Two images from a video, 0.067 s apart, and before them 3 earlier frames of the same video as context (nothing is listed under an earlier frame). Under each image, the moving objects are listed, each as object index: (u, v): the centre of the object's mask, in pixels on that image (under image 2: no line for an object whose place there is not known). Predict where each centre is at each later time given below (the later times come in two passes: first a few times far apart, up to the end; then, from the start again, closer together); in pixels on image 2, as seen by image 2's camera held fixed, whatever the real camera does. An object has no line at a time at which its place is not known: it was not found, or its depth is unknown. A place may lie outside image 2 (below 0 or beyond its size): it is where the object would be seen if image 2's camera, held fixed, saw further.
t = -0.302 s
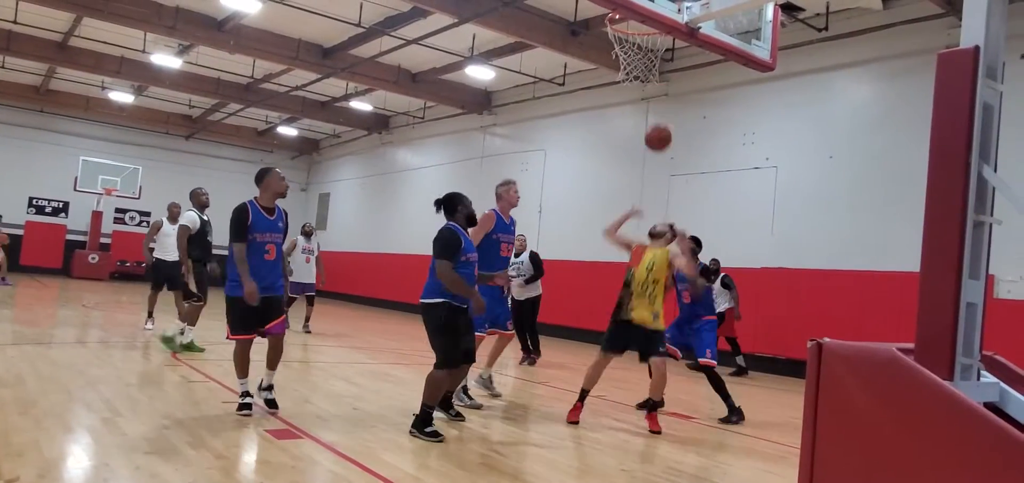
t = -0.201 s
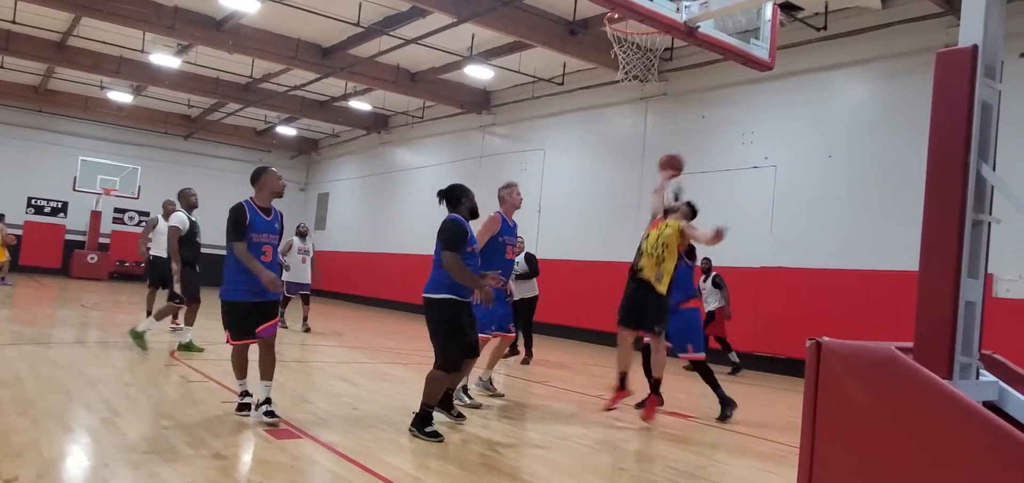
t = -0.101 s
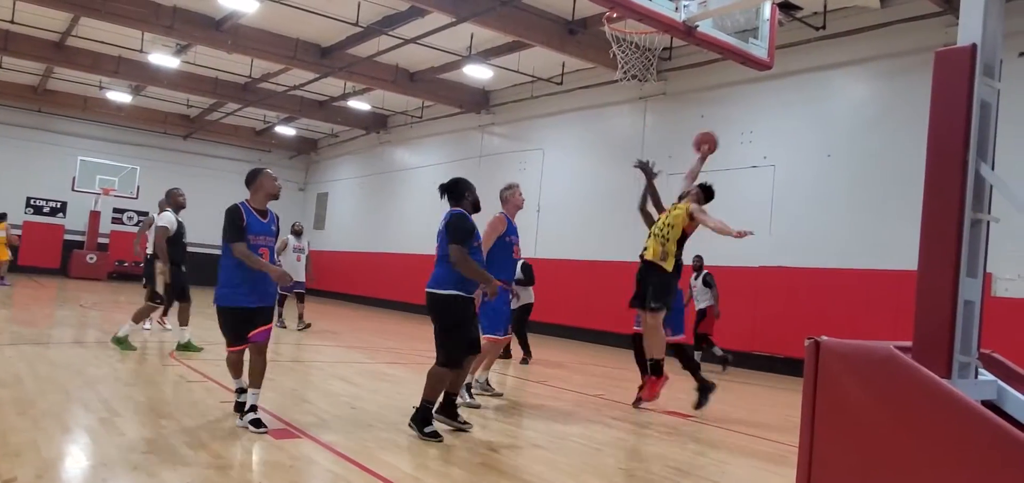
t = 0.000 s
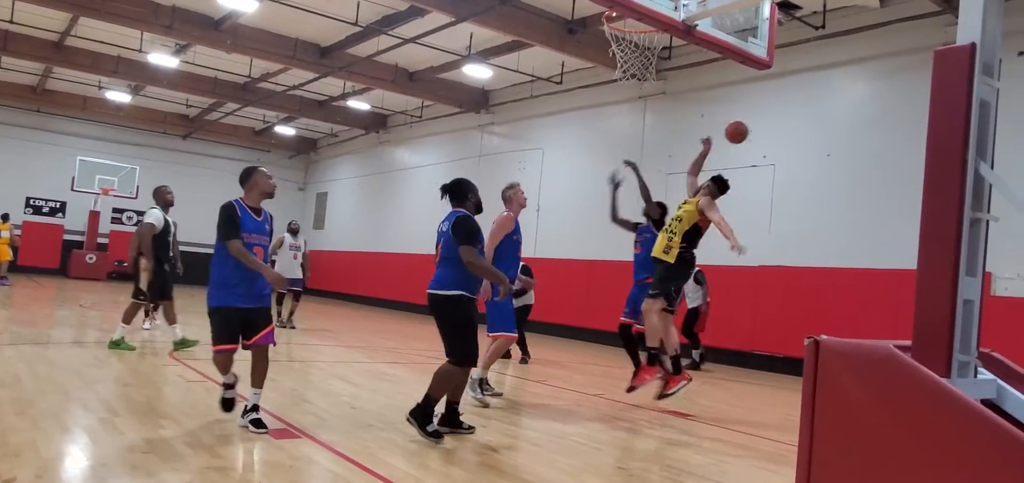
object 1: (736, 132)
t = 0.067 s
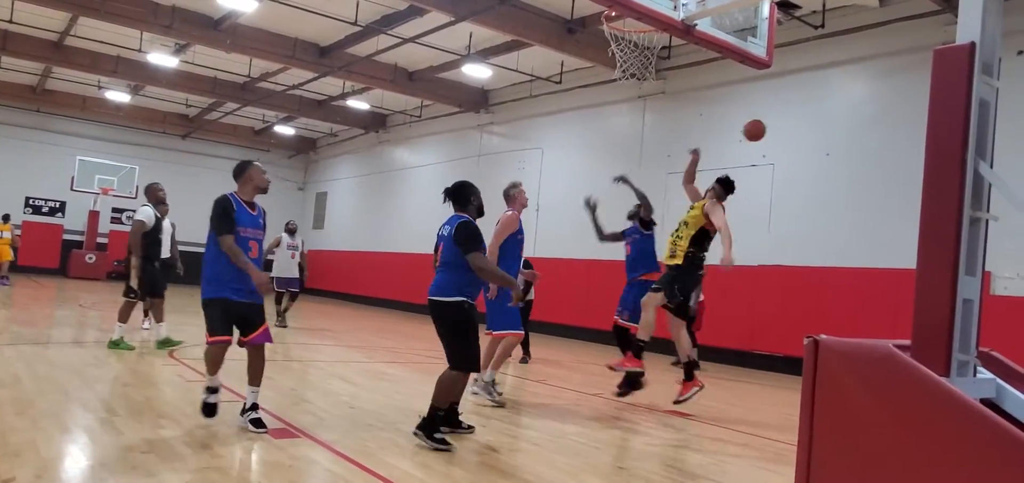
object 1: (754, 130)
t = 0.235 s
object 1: (794, 144)
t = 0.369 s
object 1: (820, 168)
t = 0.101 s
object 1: (763, 131)
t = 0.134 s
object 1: (771, 133)
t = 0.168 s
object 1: (779, 136)
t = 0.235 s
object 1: (794, 144)
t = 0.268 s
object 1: (801, 149)
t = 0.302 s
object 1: (808, 155)
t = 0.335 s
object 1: (814, 161)
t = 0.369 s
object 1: (820, 168)
